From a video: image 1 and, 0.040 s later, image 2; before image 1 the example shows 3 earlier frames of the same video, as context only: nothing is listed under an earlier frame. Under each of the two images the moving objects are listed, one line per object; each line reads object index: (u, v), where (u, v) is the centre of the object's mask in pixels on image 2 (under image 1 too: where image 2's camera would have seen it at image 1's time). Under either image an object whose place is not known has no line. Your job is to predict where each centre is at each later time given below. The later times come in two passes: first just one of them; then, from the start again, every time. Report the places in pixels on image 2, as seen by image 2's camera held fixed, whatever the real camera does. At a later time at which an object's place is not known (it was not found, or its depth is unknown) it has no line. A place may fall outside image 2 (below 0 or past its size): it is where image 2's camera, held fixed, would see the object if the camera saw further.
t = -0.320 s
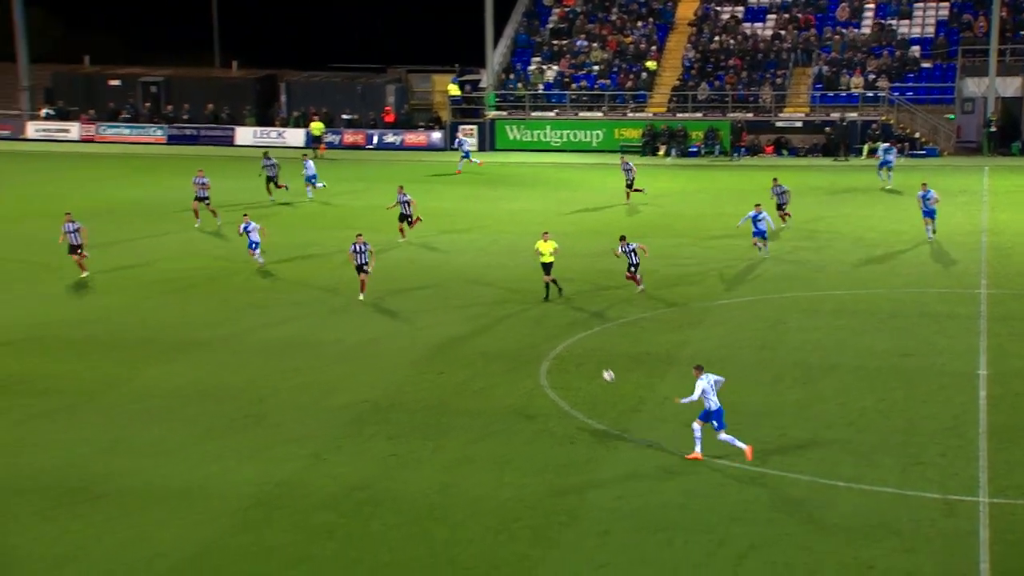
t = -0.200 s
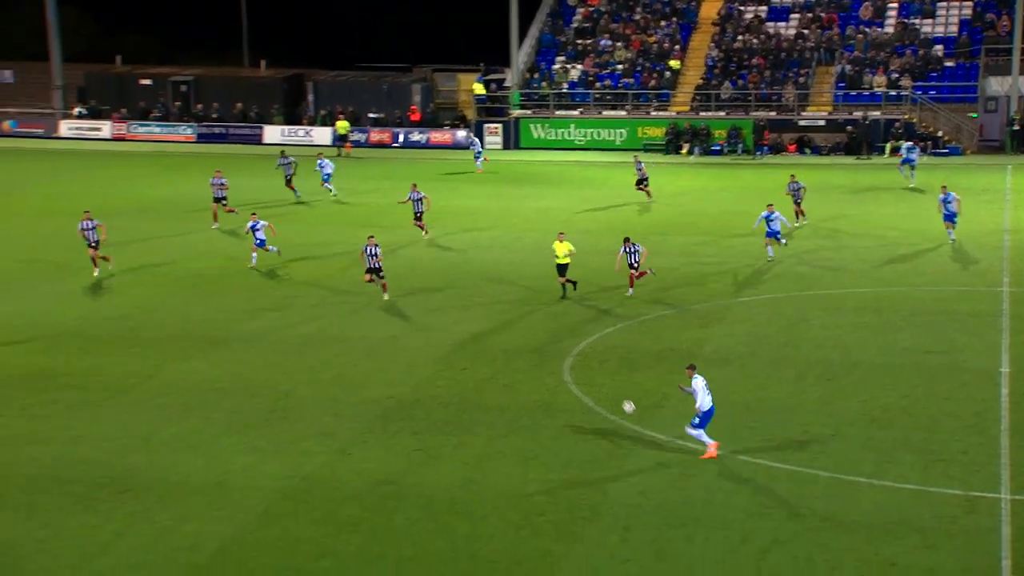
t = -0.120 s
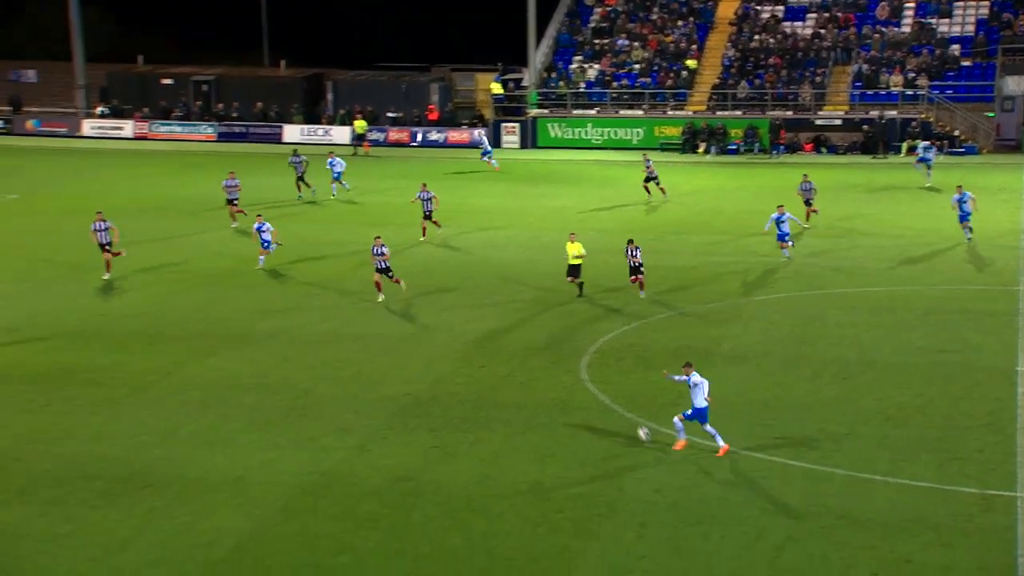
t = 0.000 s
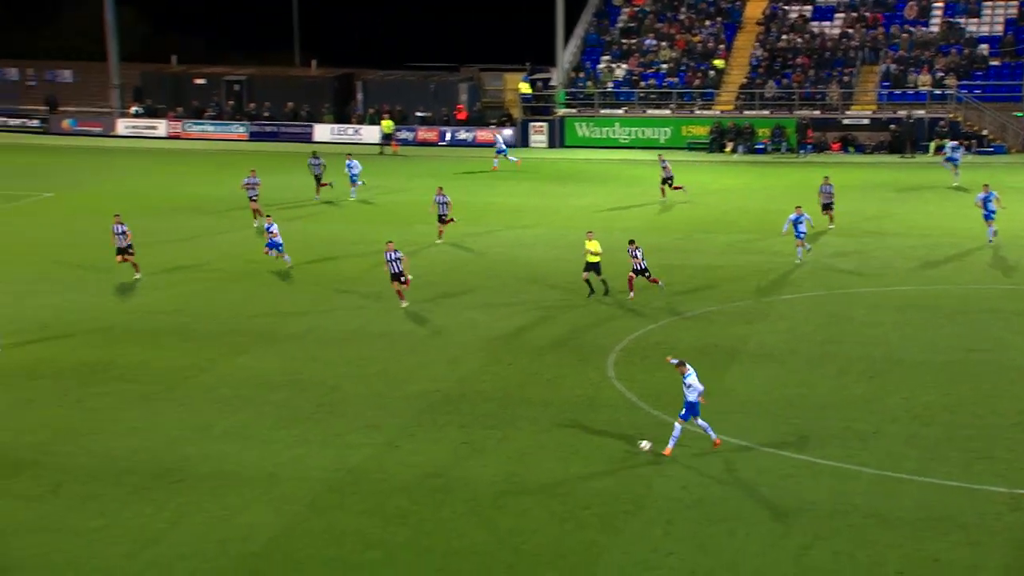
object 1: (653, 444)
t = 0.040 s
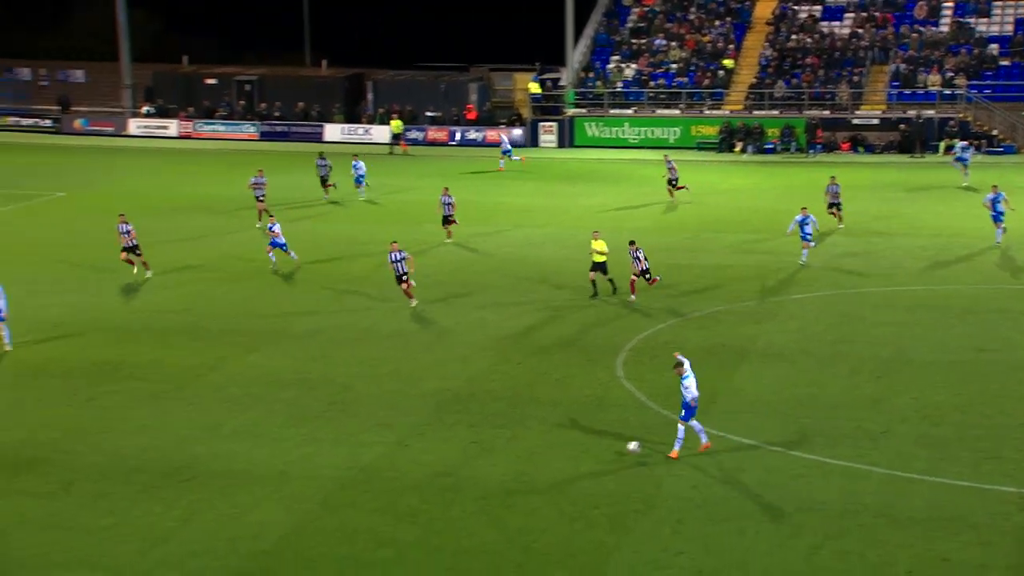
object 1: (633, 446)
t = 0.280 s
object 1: (516, 458)
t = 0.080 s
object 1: (613, 449)
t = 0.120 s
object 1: (593, 453)
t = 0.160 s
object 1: (572, 457)
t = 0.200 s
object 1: (553, 456)
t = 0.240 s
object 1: (535, 456)
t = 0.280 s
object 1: (516, 458)
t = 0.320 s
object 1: (497, 460)
